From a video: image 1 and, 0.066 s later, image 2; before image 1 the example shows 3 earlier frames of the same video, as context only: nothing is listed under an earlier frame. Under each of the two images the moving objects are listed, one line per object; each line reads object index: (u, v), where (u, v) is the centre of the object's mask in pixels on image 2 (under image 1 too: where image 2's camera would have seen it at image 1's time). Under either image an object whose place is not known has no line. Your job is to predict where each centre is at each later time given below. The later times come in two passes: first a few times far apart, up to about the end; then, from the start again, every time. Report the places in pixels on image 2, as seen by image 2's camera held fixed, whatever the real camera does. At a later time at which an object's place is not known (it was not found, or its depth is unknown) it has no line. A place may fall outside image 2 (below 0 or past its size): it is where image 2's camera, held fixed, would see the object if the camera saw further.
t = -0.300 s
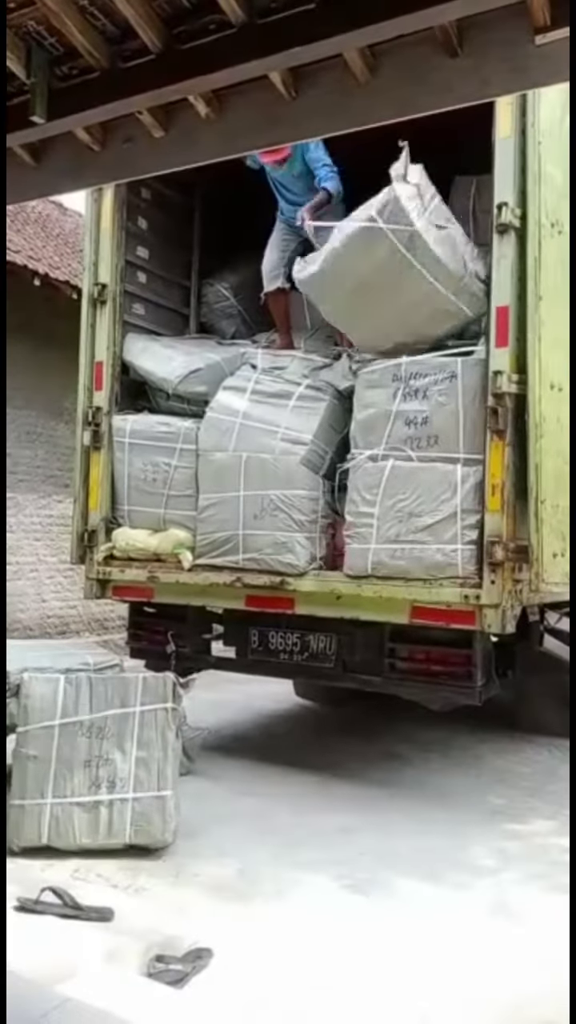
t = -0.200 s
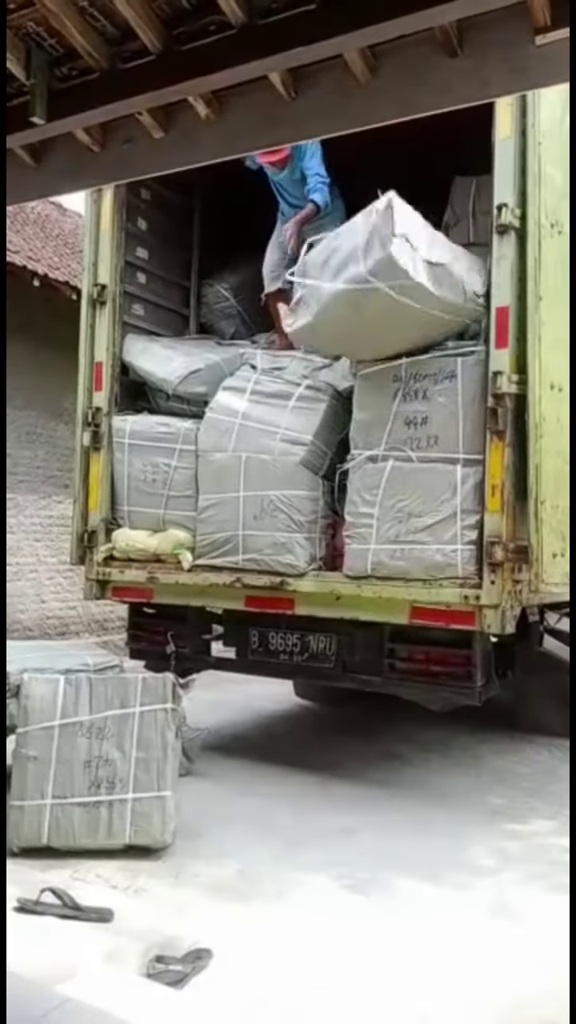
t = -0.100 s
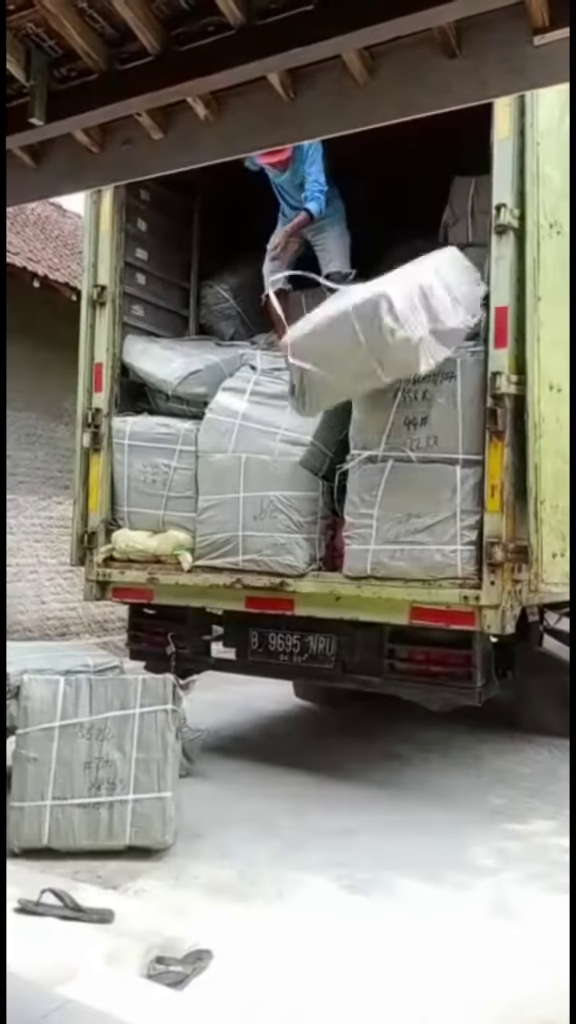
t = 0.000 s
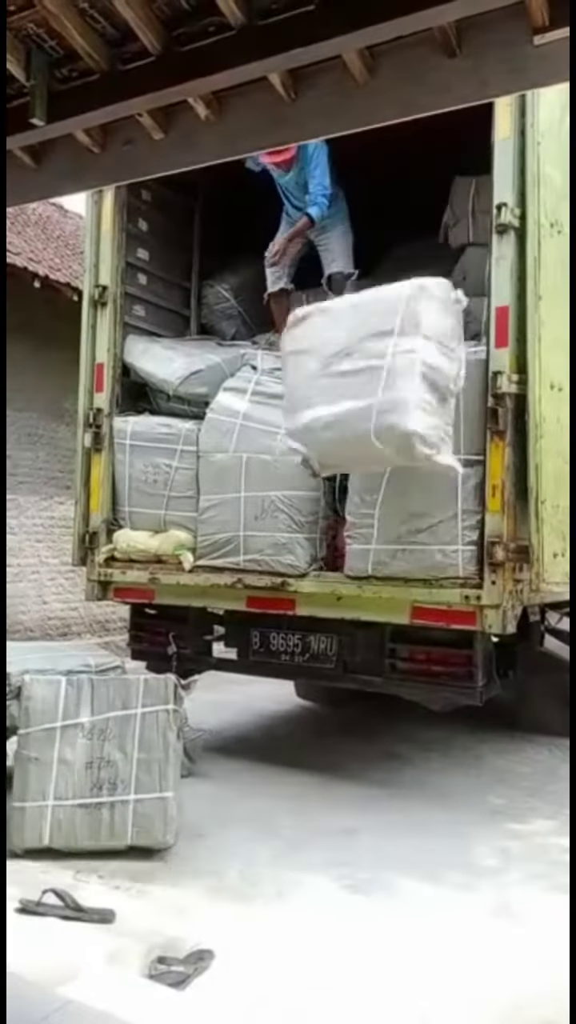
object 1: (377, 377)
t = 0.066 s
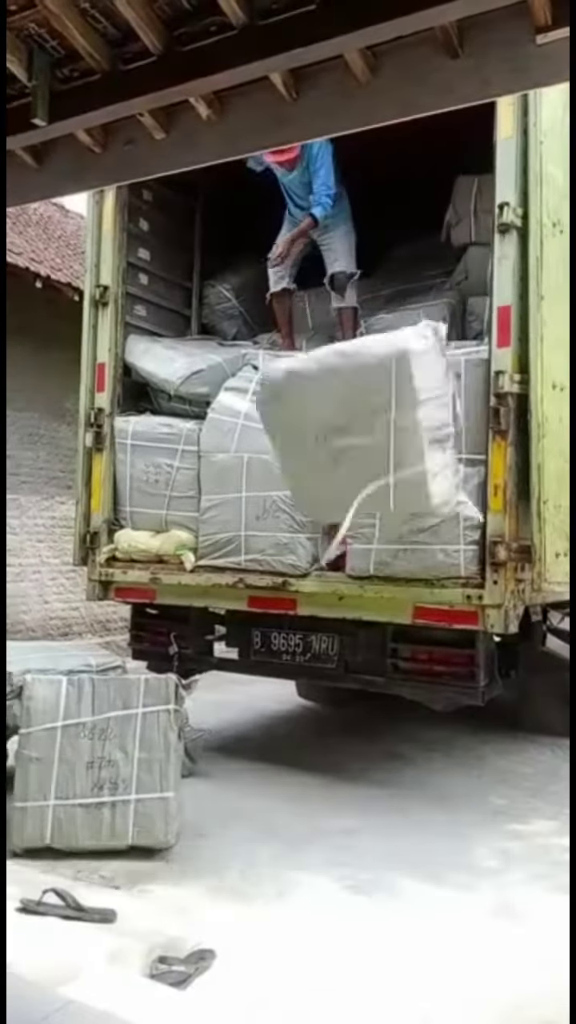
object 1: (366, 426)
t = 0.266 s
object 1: (324, 667)
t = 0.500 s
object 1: (327, 811)
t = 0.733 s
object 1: (343, 828)
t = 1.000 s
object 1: (352, 832)
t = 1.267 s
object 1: (351, 832)
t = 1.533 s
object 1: (352, 831)
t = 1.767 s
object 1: (352, 831)
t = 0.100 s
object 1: (364, 460)
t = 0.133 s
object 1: (356, 488)
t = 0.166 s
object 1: (347, 524)
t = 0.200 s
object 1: (340, 568)
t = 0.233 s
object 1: (331, 615)
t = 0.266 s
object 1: (324, 667)
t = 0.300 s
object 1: (317, 723)
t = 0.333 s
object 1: (308, 776)
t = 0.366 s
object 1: (308, 818)
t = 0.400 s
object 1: (315, 831)
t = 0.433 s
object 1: (322, 824)
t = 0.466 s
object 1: (324, 817)
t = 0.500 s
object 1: (327, 811)
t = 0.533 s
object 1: (330, 808)
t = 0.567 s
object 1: (333, 810)
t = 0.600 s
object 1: (336, 812)
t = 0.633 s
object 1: (339, 816)
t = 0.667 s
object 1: (340, 819)
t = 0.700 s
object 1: (342, 823)
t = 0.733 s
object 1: (343, 828)
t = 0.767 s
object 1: (344, 832)
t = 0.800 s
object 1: (345, 835)
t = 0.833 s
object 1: (349, 831)
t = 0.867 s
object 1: (351, 829)
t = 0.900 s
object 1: (352, 830)
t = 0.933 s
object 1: (352, 832)
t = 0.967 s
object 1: (352, 832)
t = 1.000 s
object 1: (352, 832)
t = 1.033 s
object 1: (352, 831)
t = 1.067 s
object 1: (352, 831)
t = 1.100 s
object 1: (351, 832)
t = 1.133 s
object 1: (352, 832)
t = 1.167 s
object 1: (352, 831)
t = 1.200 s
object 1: (351, 831)
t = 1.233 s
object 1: (351, 831)
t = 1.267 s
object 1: (351, 832)
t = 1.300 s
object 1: (352, 832)
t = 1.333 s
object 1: (352, 832)
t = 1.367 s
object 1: (352, 832)
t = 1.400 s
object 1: (352, 831)
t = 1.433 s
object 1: (352, 831)
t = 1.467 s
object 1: (352, 831)
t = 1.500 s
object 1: (352, 832)
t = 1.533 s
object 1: (352, 831)
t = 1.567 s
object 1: (352, 831)
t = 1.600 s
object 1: (352, 831)
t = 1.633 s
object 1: (352, 831)
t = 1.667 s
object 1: (352, 831)
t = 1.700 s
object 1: (352, 831)
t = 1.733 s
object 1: (352, 831)
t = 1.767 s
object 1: (352, 831)
